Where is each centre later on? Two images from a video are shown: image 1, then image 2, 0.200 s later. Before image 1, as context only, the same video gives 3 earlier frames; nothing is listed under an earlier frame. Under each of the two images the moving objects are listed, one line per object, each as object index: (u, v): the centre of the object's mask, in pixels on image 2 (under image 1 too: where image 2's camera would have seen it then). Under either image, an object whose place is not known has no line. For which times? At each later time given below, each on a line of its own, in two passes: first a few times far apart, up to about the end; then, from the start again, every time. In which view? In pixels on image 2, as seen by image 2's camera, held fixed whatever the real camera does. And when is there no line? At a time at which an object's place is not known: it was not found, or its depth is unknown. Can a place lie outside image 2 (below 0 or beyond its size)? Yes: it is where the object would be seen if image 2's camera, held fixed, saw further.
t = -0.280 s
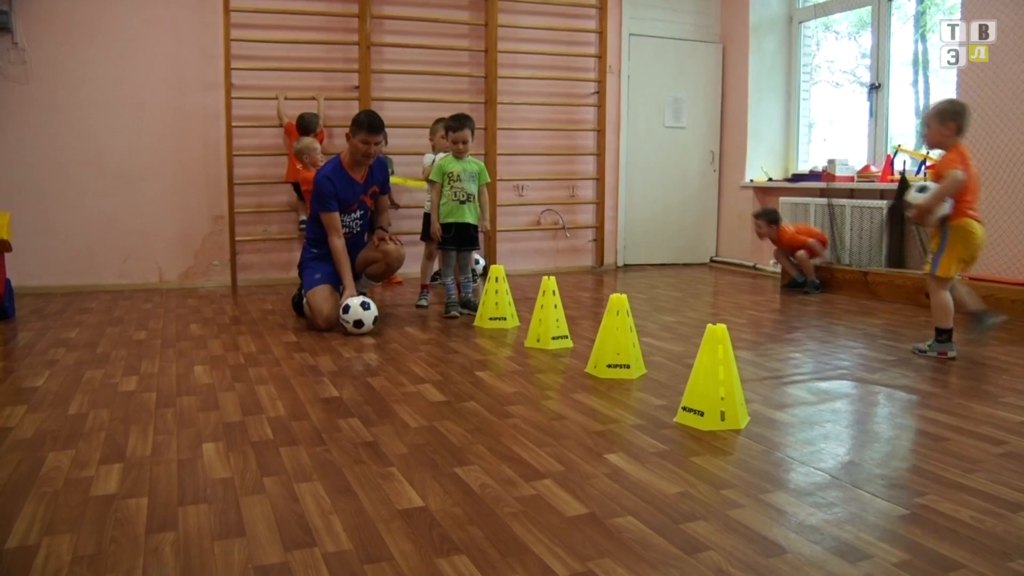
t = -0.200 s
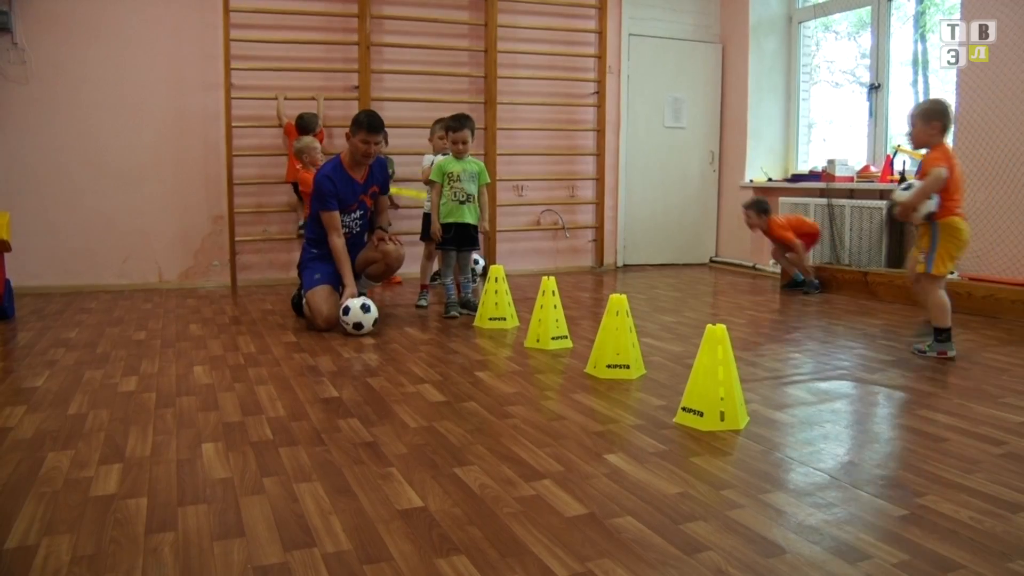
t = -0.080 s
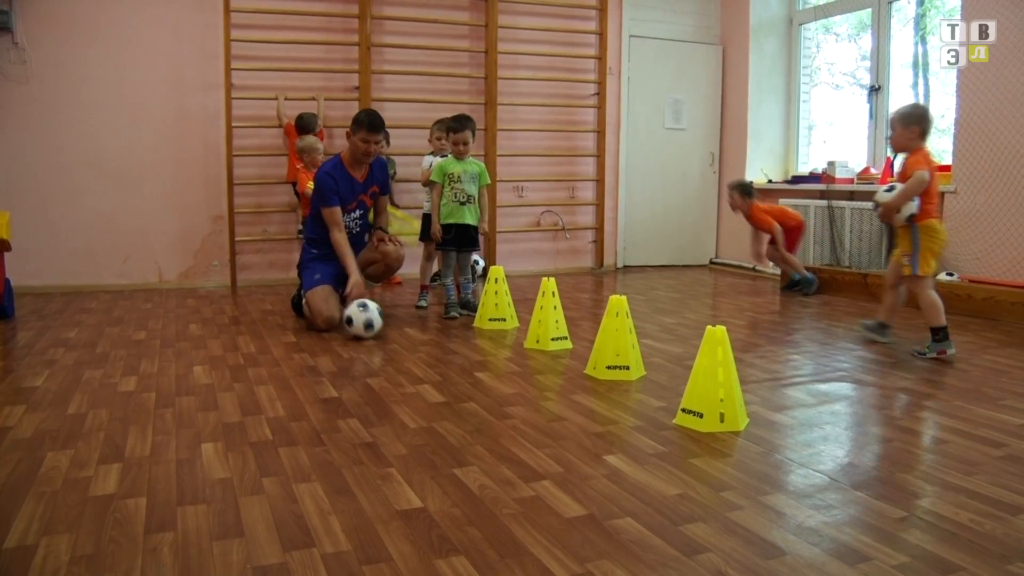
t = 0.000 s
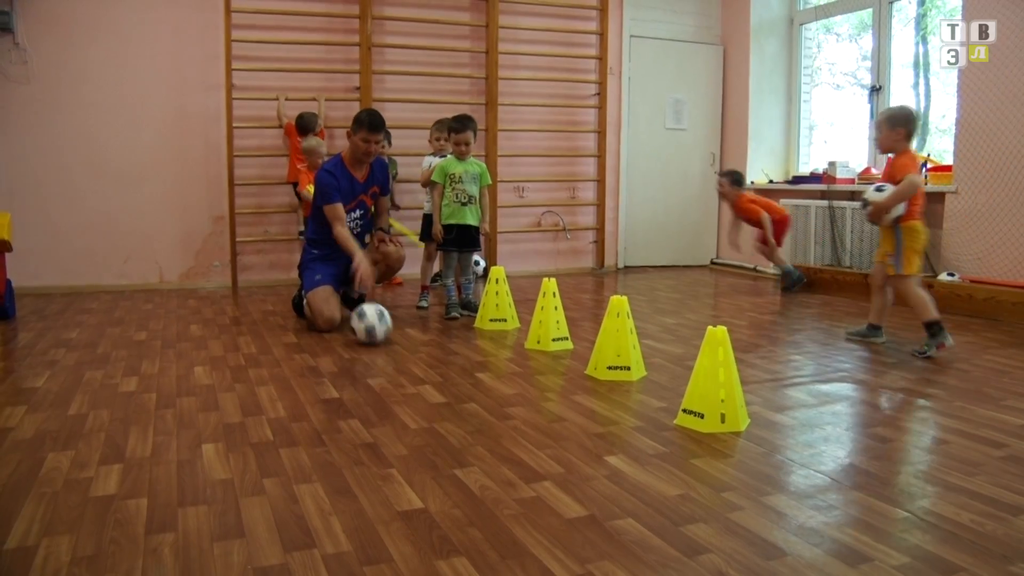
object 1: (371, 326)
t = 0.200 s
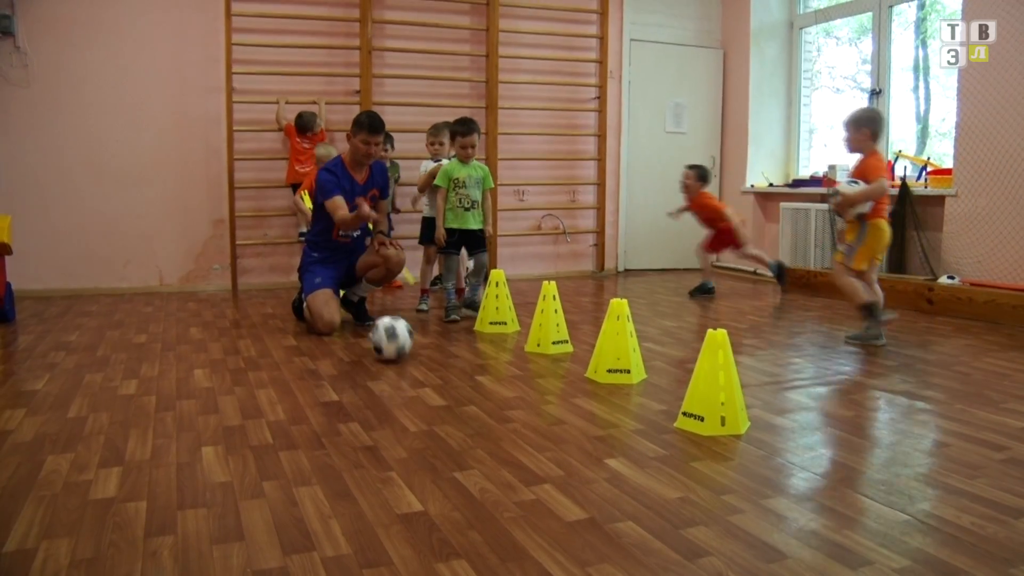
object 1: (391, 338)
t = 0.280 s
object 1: (400, 343)
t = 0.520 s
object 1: (434, 362)
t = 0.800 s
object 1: (485, 387)
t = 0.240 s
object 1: (395, 340)
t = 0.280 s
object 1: (400, 343)
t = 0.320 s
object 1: (405, 346)
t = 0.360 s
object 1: (410, 349)
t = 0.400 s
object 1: (415, 353)
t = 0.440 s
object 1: (421, 355)
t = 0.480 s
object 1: (428, 358)
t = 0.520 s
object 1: (434, 362)
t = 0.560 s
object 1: (440, 364)
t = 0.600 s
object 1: (448, 368)
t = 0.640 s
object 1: (454, 371)
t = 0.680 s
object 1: (462, 375)
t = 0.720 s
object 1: (469, 378)
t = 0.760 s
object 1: (477, 382)
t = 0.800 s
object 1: (485, 387)
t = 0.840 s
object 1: (494, 390)
